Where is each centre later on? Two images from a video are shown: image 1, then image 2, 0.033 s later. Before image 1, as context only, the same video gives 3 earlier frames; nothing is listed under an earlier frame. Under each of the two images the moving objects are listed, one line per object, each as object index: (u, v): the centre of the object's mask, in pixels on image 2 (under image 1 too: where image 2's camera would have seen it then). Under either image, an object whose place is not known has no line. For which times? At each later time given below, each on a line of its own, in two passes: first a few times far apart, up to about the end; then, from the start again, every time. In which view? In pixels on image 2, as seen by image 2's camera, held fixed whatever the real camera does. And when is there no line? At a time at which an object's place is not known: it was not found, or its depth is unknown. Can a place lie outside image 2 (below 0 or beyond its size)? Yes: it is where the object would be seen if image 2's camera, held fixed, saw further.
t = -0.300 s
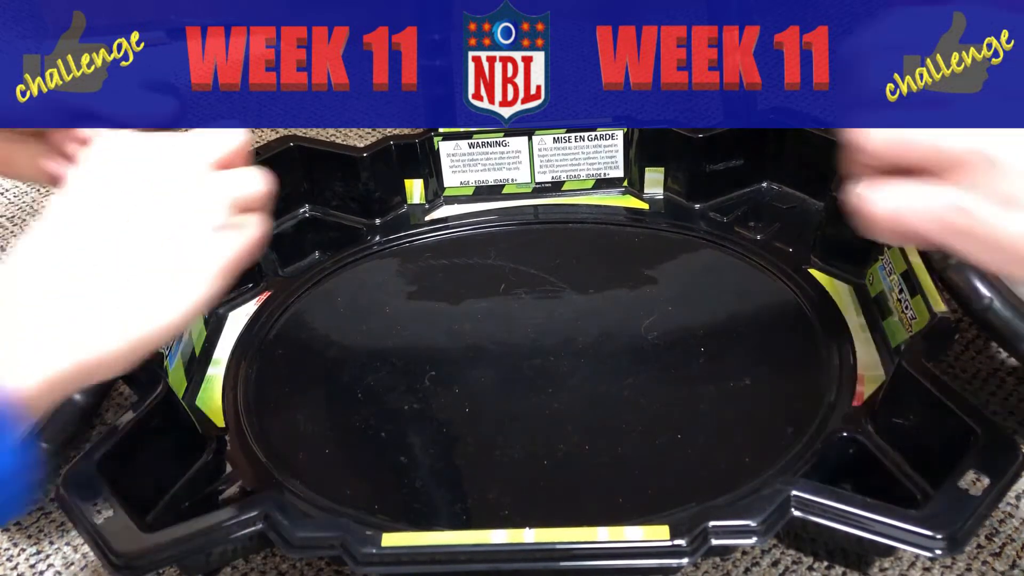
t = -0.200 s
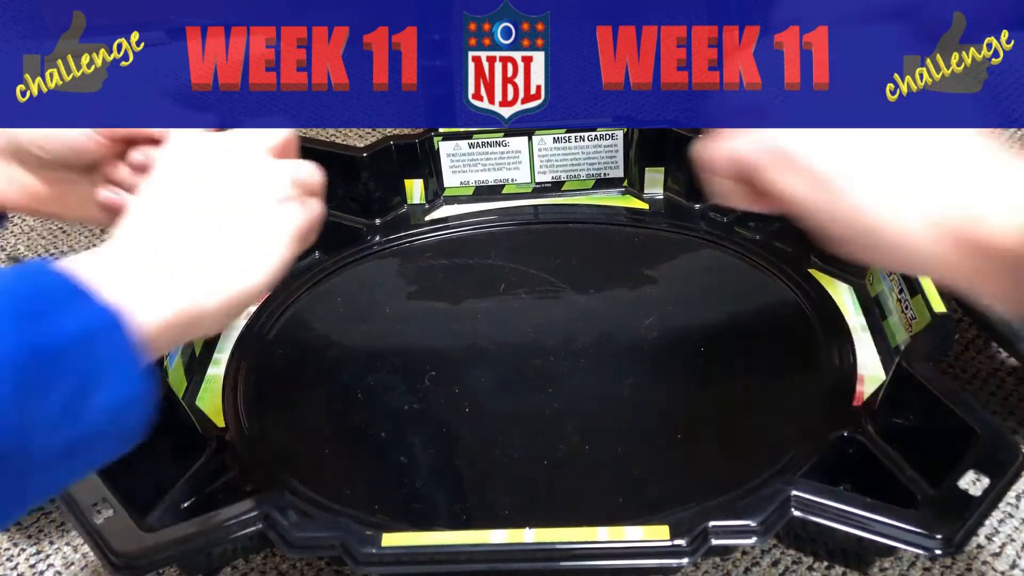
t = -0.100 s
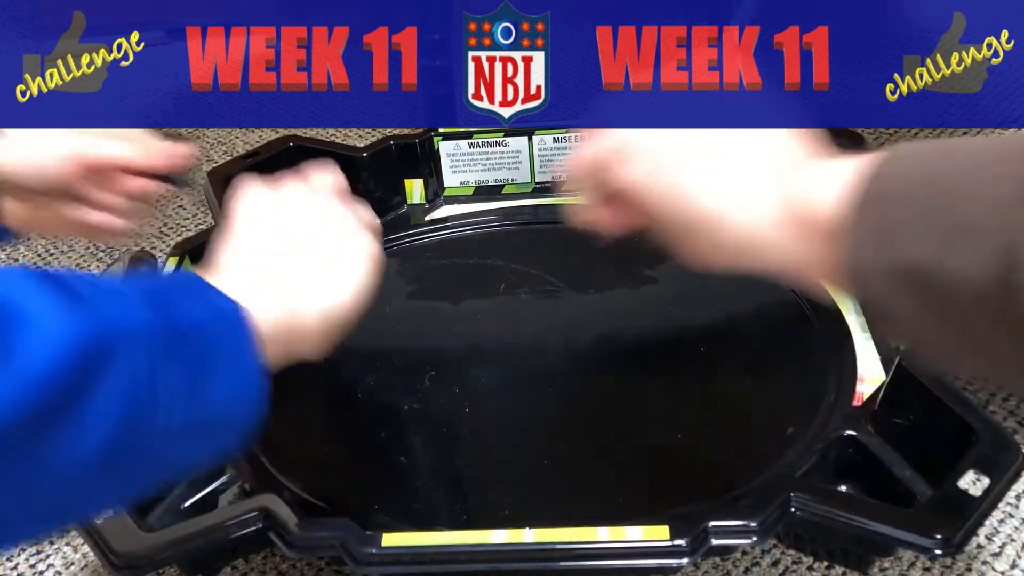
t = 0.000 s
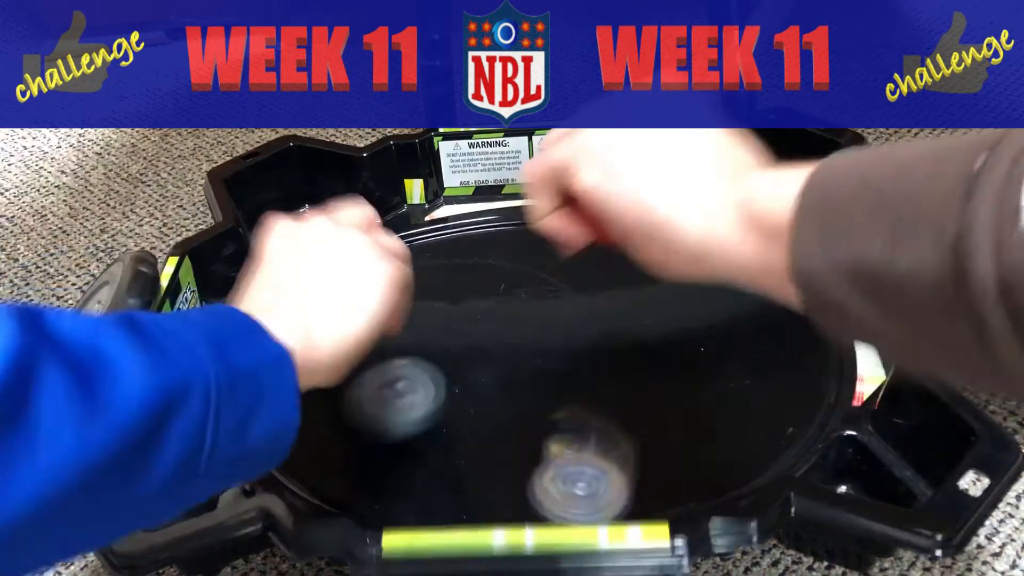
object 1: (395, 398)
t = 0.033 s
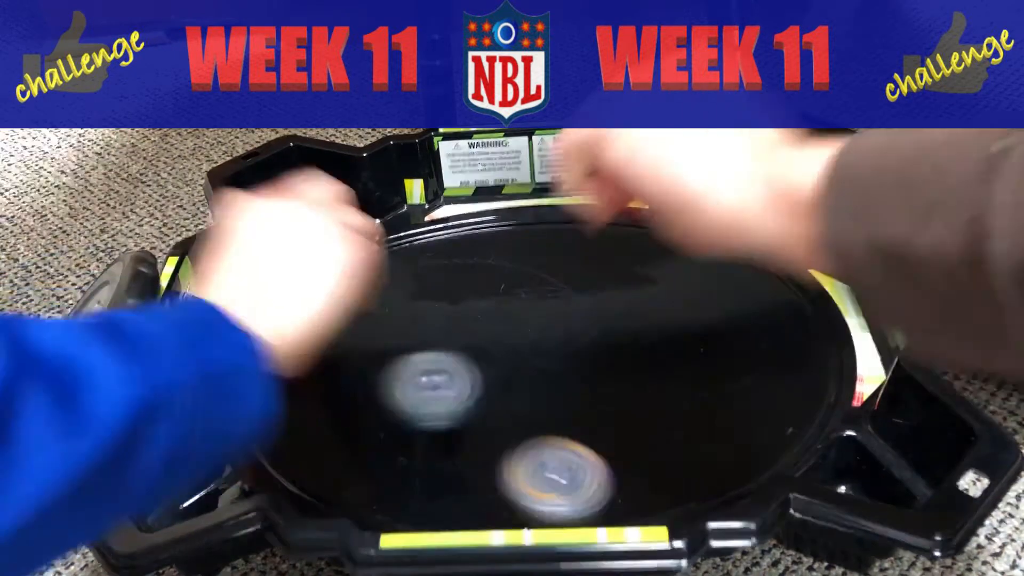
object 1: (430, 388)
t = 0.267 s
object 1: (645, 342)
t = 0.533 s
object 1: (558, 217)
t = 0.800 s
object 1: (372, 320)
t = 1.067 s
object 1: (602, 433)
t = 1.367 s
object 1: (765, 253)
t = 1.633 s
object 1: (511, 256)
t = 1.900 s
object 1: (427, 445)
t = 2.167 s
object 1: (744, 433)
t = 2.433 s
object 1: (702, 267)
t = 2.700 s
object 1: (402, 299)
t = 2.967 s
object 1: (327, 467)
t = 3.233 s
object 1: (626, 446)
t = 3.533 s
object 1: (573, 263)
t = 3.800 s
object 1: (368, 235)
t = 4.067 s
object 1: (320, 335)
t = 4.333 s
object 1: (470, 394)
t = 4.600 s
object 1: (537, 363)
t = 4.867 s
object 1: (516, 315)
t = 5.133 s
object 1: (458, 340)
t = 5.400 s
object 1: (534, 366)
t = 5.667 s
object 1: (592, 327)
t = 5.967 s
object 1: (533, 328)
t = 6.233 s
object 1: (561, 363)
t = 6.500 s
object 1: (597, 348)
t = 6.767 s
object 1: (557, 360)
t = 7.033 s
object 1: (615, 400)
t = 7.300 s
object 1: (669, 415)
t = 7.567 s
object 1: (670, 422)
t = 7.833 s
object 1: (710, 447)
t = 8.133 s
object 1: (595, 403)
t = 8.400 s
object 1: (474, 361)
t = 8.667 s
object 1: (393, 317)
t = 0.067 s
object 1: (469, 392)
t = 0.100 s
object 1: (512, 403)
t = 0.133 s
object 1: (543, 400)
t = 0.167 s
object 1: (573, 395)
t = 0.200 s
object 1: (600, 379)
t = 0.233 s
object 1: (625, 362)
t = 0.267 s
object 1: (645, 342)
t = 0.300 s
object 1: (657, 321)
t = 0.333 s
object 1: (661, 297)
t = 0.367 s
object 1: (658, 275)
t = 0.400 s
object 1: (647, 256)
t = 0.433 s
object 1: (631, 241)
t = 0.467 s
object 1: (612, 230)
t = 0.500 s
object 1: (588, 222)
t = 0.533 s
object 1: (558, 217)
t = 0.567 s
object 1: (530, 216)
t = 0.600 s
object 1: (499, 218)
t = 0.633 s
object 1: (469, 226)
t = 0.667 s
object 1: (438, 238)
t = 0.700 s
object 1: (413, 254)
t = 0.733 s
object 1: (393, 274)
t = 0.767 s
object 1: (379, 295)
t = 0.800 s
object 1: (372, 320)
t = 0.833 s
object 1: (374, 346)
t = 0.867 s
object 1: (385, 371)
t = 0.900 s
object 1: (406, 395)
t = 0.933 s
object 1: (435, 415)
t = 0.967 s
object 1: (468, 428)
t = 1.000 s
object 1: (506, 435)
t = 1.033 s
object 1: (552, 437)
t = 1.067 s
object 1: (602, 433)
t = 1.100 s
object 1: (648, 423)
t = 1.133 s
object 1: (693, 406)
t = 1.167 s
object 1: (730, 384)
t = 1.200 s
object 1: (758, 361)
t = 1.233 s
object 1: (777, 336)
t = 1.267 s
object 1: (787, 313)
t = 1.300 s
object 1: (790, 290)
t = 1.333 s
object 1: (783, 268)
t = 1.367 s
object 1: (765, 253)
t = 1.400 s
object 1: (739, 241)
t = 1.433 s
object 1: (710, 231)
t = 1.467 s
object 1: (681, 226)
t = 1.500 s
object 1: (651, 224)
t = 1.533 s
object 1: (614, 227)
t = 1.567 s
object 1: (579, 233)
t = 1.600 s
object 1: (544, 242)
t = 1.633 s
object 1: (511, 256)
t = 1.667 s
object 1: (479, 273)
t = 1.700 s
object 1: (449, 294)
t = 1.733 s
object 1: (425, 319)
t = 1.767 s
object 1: (410, 342)
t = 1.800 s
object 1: (400, 371)
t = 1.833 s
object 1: (399, 397)
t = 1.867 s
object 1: (408, 421)
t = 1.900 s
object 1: (427, 445)
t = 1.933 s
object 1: (456, 464)
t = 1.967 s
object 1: (491, 477)
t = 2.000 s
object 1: (534, 486)
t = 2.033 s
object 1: (572, 488)
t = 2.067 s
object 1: (627, 484)
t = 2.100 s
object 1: (667, 470)
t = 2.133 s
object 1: (700, 455)
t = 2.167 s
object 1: (744, 433)
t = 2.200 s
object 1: (770, 411)
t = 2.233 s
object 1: (782, 385)
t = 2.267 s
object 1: (793, 360)
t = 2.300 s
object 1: (784, 334)
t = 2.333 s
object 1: (771, 313)
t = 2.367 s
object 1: (759, 294)
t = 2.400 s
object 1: (732, 279)
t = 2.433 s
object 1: (702, 267)
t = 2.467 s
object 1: (662, 258)
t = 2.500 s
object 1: (631, 256)
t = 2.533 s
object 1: (587, 254)
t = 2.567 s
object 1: (552, 258)
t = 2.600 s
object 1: (508, 263)
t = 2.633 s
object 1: (471, 271)
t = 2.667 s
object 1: (432, 285)
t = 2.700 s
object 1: (402, 299)
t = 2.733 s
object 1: (370, 317)
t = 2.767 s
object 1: (346, 336)
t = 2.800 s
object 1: (323, 360)
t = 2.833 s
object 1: (309, 381)
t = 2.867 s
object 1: (302, 404)
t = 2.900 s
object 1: (303, 424)
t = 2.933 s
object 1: (312, 447)
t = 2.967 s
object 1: (327, 467)
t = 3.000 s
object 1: (364, 477)
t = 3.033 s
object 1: (400, 486)
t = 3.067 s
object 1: (437, 487)
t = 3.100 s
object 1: (480, 488)
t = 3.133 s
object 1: (520, 485)
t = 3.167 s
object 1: (560, 476)
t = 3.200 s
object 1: (597, 462)
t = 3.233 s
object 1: (626, 446)
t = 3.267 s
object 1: (651, 423)
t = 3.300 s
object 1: (662, 398)
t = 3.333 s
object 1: (661, 372)
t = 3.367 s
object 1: (664, 349)
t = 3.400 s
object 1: (658, 326)
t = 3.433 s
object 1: (646, 306)
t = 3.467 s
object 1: (626, 289)
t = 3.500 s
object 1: (601, 274)
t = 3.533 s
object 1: (573, 263)
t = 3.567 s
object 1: (543, 257)
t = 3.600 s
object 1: (512, 254)
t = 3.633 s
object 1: (482, 252)
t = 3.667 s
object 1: (455, 248)
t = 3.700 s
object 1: (430, 240)
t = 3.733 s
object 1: (406, 234)
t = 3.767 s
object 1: (385, 231)
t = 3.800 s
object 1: (368, 235)
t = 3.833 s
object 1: (354, 246)
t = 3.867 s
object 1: (339, 257)
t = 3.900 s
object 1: (324, 269)
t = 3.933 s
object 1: (314, 281)
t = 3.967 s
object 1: (308, 293)
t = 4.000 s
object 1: (307, 306)
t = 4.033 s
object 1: (310, 320)
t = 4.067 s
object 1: (320, 335)
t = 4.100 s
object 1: (334, 351)
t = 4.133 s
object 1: (354, 365)
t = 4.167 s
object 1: (380, 377)
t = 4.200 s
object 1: (410, 386)
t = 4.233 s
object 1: (444, 390)
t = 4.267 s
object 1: (475, 390)
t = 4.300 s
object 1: (474, 392)
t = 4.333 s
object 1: (470, 394)
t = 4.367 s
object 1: (470, 394)
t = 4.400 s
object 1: (477, 394)
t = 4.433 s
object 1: (488, 392)
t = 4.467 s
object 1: (501, 388)
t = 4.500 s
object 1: (513, 384)
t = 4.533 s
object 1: (523, 377)
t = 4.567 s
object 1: (532, 370)
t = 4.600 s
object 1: (537, 363)
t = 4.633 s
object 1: (539, 356)
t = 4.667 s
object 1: (540, 350)
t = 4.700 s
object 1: (540, 344)
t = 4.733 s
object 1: (539, 337)
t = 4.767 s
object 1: (537, 330)
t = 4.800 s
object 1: (532, 323)
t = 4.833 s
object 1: (525, 319)
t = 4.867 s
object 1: (516, 315)
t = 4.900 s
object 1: (506, 313)
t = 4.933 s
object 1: (496, 312)
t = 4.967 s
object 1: (486, 313)
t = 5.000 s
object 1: (477, 316)
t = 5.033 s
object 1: (469, 320)
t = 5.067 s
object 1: (463, 326)
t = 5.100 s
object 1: (459, 332)
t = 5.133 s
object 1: (458, 340)
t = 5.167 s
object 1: (460, 347)
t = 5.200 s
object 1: (466, 354)
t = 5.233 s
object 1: (475, 361)
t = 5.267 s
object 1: (487, 365)
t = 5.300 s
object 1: (501, 367)
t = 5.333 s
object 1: (513, 368)
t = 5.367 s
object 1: (523, 367)
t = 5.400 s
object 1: (534, 366)
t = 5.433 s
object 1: (545, 363)
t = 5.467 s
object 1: (556, 359)
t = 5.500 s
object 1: (566, 356)
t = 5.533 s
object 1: (575, 352)
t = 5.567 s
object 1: (583, 348)
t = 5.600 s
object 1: (589, 341)
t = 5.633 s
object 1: (592, 334)
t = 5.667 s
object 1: (592, 327)
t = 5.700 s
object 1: (588, 321)
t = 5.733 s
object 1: (582, 317)
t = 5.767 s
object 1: (576, 314)
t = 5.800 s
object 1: (568, 313)
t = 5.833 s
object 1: (560, 312)
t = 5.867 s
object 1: (551, 314)
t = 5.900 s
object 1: (544, 318)
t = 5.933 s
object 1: (538, 323)
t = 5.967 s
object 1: (533, 328)
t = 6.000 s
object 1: (529, 334)
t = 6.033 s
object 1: (529, 340)
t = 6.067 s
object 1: (531, 345)
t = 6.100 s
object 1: (535, 349)
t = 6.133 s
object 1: (540, 353)
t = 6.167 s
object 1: (547, 357)
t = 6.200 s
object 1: (554, 360)
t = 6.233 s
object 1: (561, 363)
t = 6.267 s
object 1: (567, 366)
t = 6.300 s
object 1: (575, 367)
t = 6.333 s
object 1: (583, 366)
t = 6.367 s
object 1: (589, 362)
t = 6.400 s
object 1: (594, 359)
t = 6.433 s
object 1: (597, 355)
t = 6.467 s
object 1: (599, 351)
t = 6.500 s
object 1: (597, 348)
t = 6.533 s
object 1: (595, 345)
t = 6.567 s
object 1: (590, 343)
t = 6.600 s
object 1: (583, 341)
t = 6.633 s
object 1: (577, 341)
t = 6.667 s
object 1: (569, 341)
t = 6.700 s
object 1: (561, 343)
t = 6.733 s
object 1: (557, 349)
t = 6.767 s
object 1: (557, 360)
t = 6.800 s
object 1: (557, 370)
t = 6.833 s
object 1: (561, 381)
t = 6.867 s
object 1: (566, 388)
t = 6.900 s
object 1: (574, 394)
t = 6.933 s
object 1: (583, 399)
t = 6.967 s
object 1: (594, 400)
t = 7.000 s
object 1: (604, 401)
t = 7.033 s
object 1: (615, 400)
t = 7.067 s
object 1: (623, 398)
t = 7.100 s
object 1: (631, 400)
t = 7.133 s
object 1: (638, 406)
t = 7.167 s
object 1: (644, 410)
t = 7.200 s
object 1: (651, 414)
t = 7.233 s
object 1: (658, 416)
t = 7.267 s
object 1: (665, 416)
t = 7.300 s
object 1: (669, 415)
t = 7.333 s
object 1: (673, 413)
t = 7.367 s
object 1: (673, 410)
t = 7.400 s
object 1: (671, 405)
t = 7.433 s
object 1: (666, 401)
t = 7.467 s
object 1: (660, 397)
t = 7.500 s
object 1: (650, 394)
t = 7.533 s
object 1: (658, 407)
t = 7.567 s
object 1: (670, 422)
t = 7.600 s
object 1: (679, 432)
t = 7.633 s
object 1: (687, 439)
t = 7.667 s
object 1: (694, 443)
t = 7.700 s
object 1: (703, 446)
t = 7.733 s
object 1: (708, 448)
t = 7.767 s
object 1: (711, 449)
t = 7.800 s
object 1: (712, 449)
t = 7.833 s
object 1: (710, 447)
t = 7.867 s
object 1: (705, 443)
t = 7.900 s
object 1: (698, 439)
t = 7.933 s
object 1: (687, 434)
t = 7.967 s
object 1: (674, 429)
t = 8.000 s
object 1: (661, 424)
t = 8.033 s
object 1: (645, 419)
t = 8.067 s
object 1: (628, 413)
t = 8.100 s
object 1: (611, 408)
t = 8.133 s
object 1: (595, 403)
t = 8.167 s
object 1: (578, 398)
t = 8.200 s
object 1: (561, 392)
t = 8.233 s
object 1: (546, 387)
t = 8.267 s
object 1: (531, 383)
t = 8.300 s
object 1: (516, 377)
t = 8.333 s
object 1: (501, 372)
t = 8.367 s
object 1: (487, 366)
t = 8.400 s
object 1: (474, 361)
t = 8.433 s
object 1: (462, 355)
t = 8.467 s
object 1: (449, 349)
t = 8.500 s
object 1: (439, 343)
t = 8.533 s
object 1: (429, 338)
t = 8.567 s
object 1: (419, 332)
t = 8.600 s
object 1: (409, 327)
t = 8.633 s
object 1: (401, 321)
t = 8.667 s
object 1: (393, 317)
